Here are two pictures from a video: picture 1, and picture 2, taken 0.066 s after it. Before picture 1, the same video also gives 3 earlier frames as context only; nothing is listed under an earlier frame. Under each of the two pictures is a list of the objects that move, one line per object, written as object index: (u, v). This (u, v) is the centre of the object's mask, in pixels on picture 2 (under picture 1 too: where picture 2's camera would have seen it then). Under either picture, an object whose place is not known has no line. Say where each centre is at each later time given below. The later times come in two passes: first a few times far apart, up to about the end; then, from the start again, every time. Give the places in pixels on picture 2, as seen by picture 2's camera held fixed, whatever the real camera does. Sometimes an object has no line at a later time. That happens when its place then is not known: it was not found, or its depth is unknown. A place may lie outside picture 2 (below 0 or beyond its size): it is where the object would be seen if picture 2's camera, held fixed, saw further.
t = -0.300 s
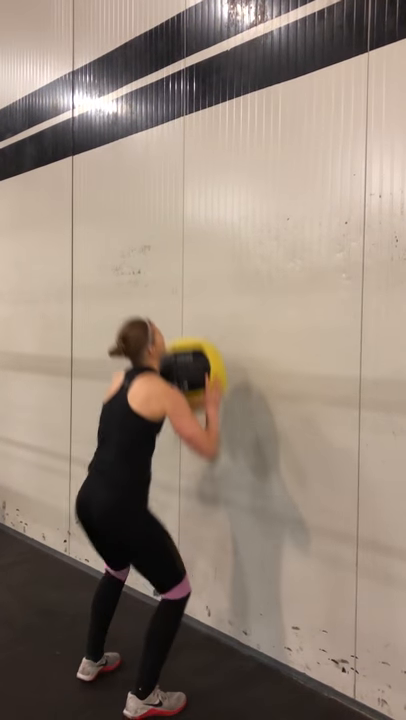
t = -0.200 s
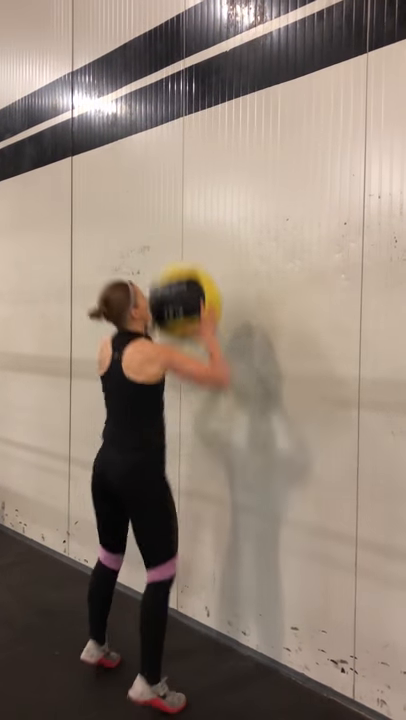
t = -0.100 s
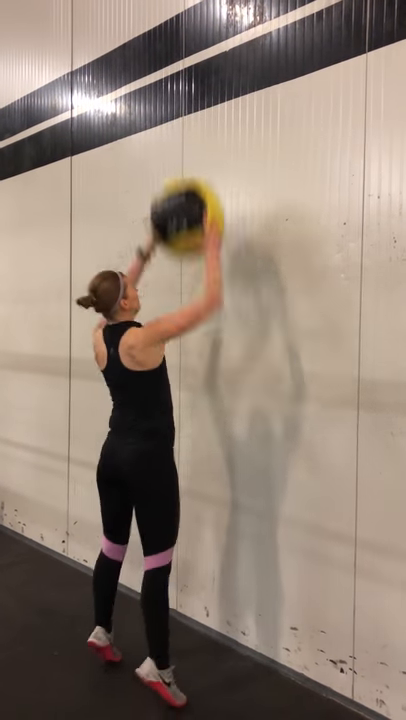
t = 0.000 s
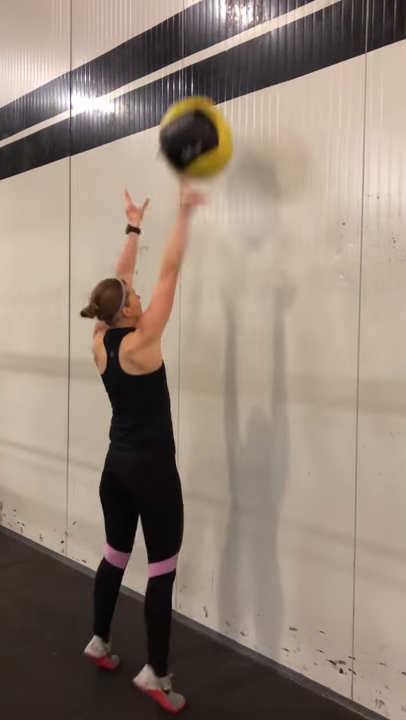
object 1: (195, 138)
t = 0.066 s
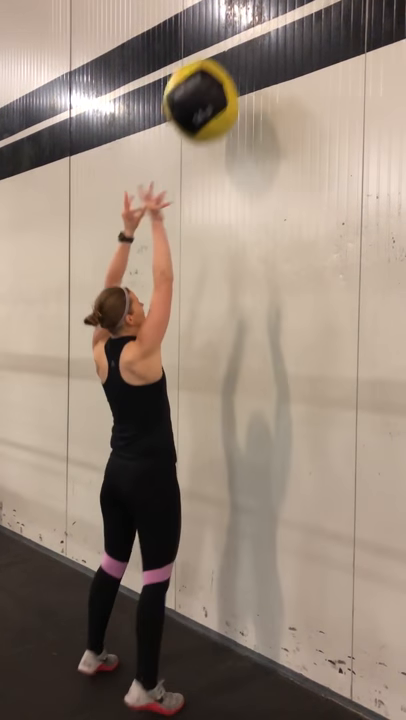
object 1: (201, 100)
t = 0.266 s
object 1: (218, 45)
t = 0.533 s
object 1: (209, 92)
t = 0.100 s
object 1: (204, 84)
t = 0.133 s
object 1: (207, 72)
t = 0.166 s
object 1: (210, 62)
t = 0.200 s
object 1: (212, 54)
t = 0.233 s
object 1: (215, 48)
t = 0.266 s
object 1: (218, 45)
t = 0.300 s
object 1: (219, 44)
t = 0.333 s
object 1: (219, 45)
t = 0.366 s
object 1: (217, 47)
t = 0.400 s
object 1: (216, 51)
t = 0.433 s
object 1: (214, 58)
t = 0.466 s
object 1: (212, 67)
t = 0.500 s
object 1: (211, 78)
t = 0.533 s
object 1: (209, 92)
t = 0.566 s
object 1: (207, 108)
